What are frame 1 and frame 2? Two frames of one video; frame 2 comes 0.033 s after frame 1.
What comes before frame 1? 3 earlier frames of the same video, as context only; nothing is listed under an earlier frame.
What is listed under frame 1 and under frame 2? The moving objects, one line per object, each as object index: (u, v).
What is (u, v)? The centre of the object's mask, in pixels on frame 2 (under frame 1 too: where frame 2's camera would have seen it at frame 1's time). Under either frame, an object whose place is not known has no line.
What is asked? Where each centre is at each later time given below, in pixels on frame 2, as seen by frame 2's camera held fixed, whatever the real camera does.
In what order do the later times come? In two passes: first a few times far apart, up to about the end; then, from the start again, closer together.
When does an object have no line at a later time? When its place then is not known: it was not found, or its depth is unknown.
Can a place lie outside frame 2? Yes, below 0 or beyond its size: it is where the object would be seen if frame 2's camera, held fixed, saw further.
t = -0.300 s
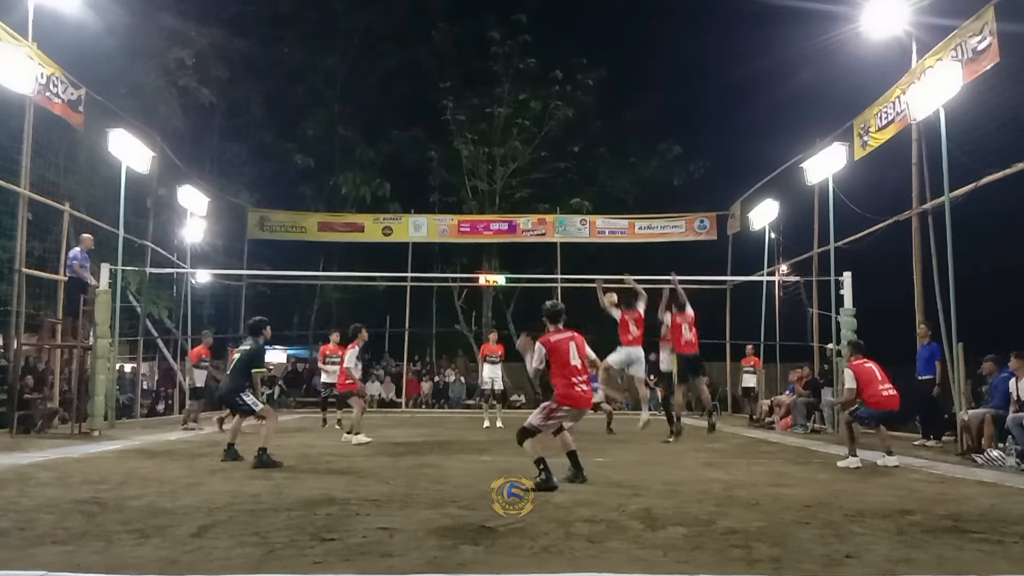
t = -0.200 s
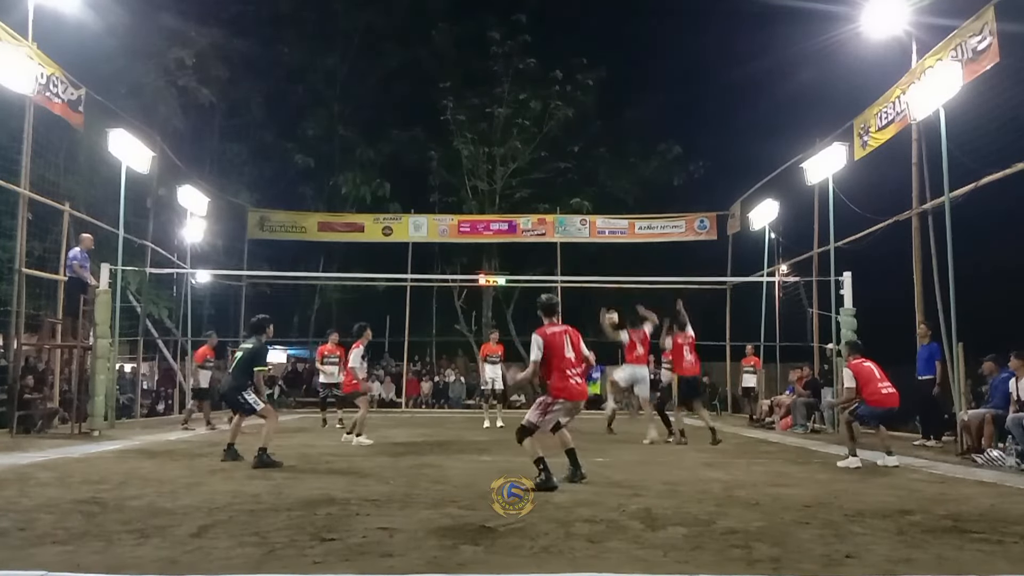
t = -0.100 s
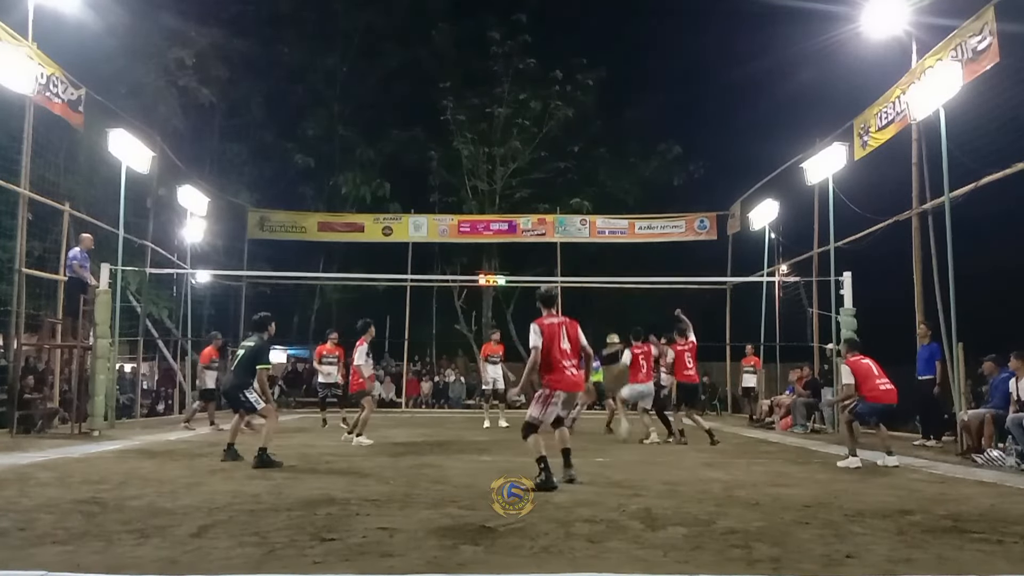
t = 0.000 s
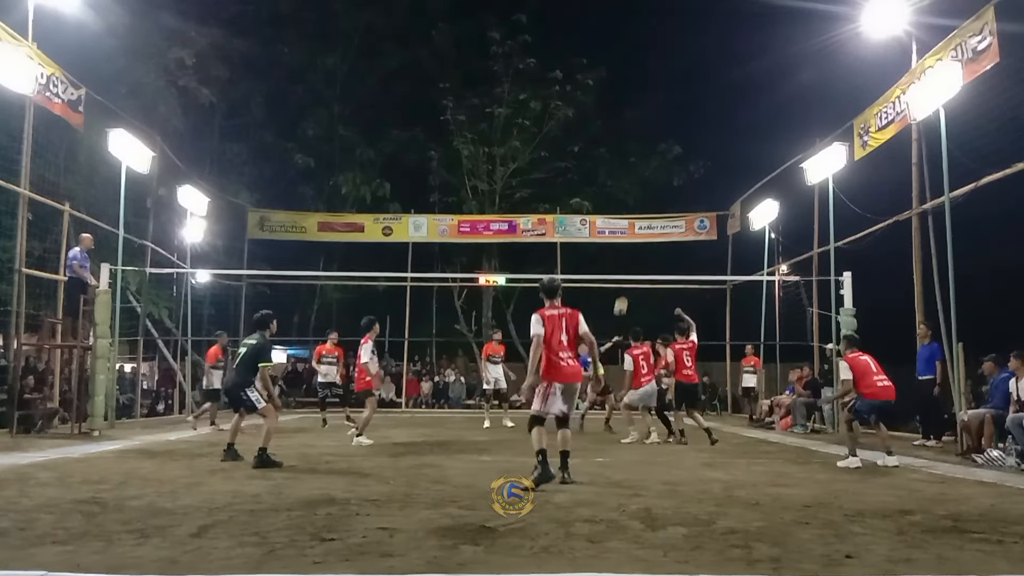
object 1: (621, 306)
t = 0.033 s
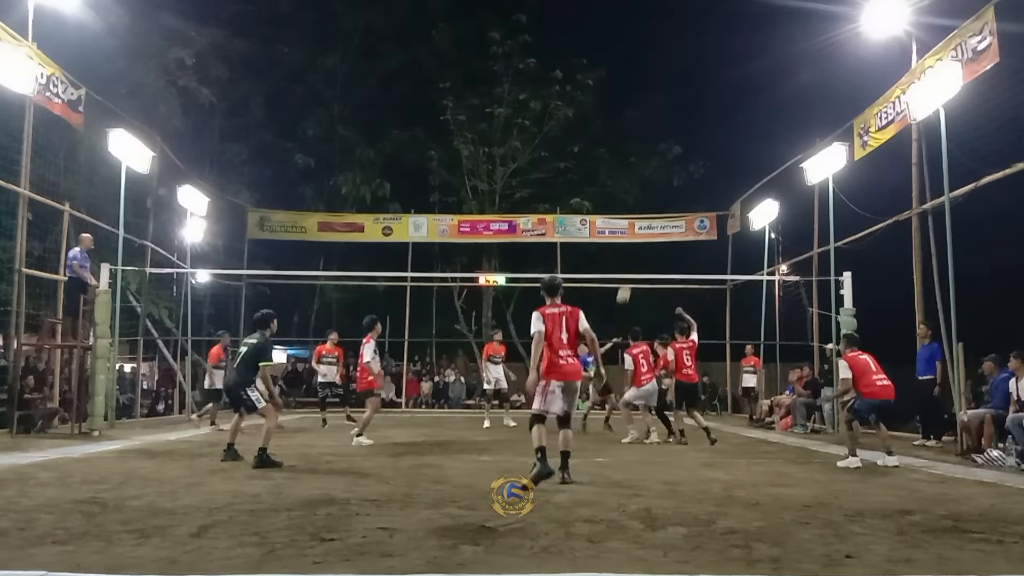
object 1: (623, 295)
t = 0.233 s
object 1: (642, 238)
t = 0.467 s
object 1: (663, 196)
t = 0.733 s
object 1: (691, 187)
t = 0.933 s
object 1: (714, 208)
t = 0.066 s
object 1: (626, 285)
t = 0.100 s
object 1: (629, 271)
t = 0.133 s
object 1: (632, 263)
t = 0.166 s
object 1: (635, 254)
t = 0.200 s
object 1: (638, 247)
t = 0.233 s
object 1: (642, 238)
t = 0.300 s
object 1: (648, 222)
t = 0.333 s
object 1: (651, 215)
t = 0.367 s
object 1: (653, 209)
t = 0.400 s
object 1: (657, 205)
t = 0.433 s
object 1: (660, 200)
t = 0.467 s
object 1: (663, 196)
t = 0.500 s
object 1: (667, 192)
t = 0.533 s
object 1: (670, 190)
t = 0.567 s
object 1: (673, 188)
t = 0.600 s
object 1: (677, 186)
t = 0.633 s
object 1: (680, 185)
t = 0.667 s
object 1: (684, 185)
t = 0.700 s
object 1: (687, 186)
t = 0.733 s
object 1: (691, 187)
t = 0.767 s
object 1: (695, 189)
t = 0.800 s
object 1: (699, 192)
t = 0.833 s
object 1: (702, 195)
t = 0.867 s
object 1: (706, 199)
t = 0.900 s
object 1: (710, 204)
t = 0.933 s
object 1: (714, 208)
